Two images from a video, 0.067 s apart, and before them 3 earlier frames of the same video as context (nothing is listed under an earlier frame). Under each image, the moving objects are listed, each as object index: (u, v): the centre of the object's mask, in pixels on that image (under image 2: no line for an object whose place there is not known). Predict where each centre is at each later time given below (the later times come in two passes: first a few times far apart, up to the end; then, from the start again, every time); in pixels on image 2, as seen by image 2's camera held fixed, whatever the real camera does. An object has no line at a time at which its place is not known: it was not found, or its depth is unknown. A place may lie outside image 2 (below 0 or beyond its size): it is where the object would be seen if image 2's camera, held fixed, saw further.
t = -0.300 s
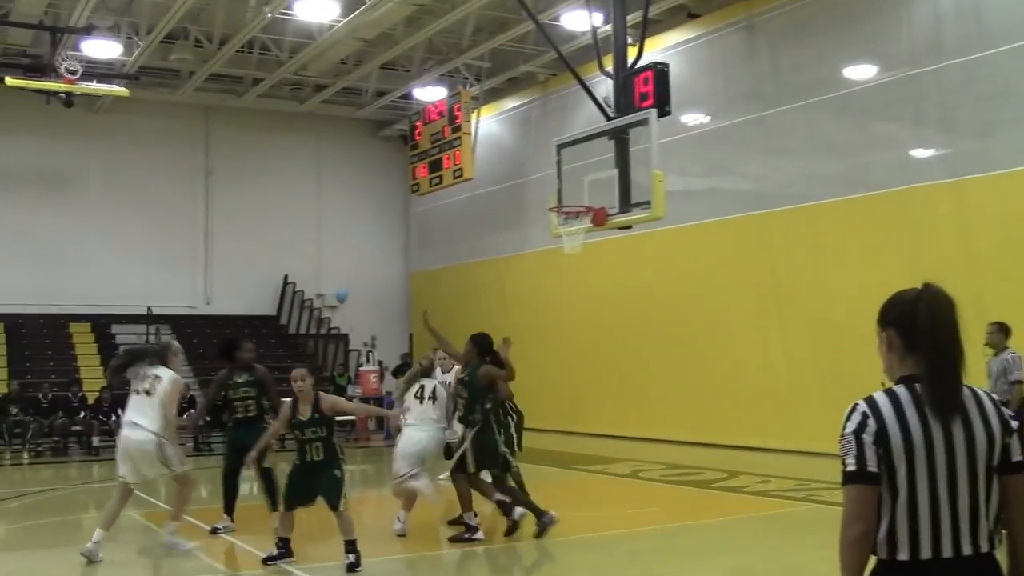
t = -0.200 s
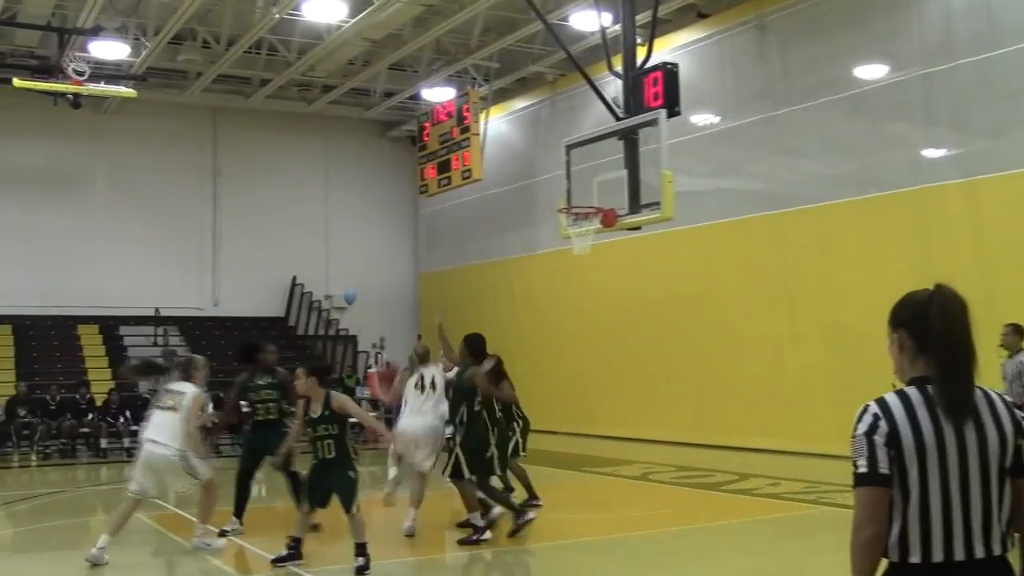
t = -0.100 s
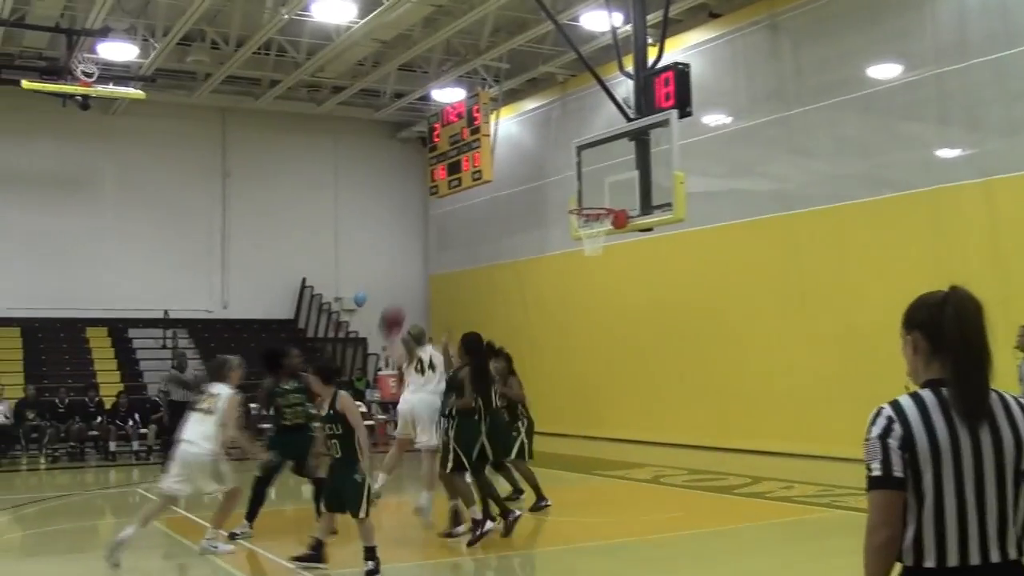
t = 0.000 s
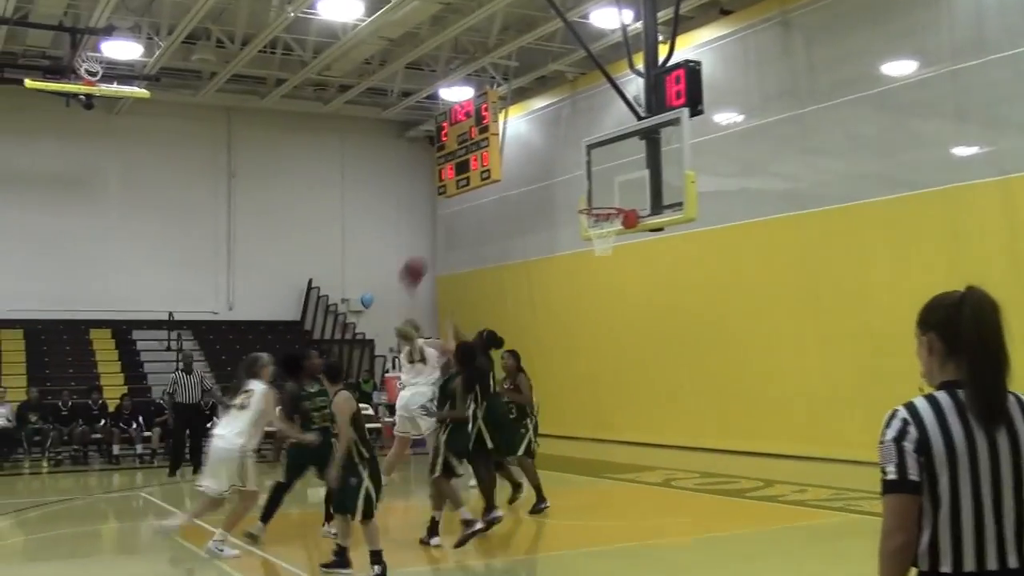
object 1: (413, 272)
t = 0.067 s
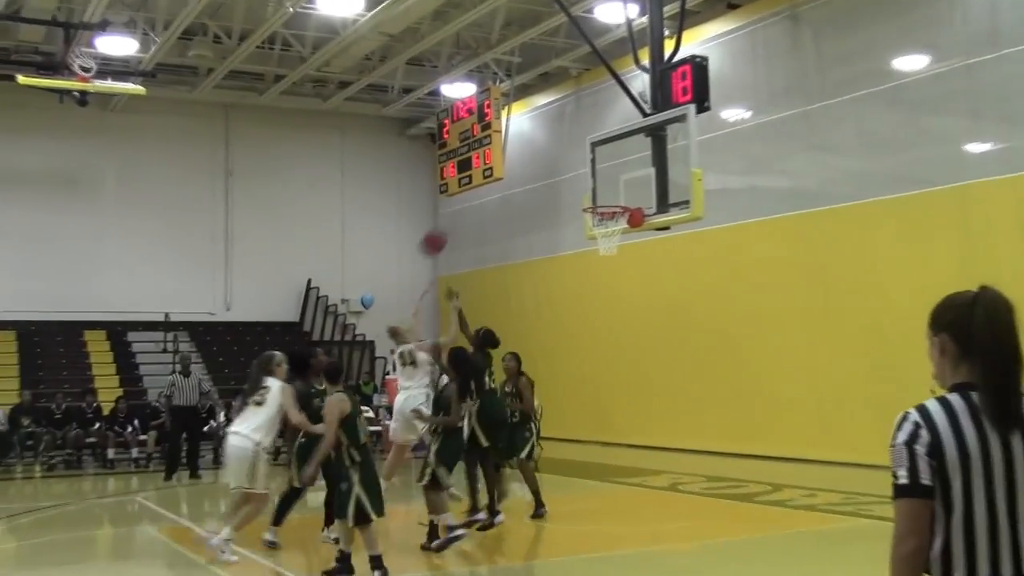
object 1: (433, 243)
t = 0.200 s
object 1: (470, 200)
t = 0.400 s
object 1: (524, 168)
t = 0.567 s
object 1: (567, 177)
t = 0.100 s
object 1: (443, 230)
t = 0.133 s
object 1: (452, 219)
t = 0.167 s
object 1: (461, 208)
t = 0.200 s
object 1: (470, 200)
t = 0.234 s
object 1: (480, 192)
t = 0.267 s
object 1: (489, 186)
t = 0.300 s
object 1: (498, 180)
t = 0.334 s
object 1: (506, 176)
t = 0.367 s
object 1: (515, 171)
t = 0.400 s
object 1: (524, 168)
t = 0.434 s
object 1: (533, 167)
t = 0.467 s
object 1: (542, 167)
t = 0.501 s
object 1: (550, 170)
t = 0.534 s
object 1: (558, 173)
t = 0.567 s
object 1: (567, 177)
